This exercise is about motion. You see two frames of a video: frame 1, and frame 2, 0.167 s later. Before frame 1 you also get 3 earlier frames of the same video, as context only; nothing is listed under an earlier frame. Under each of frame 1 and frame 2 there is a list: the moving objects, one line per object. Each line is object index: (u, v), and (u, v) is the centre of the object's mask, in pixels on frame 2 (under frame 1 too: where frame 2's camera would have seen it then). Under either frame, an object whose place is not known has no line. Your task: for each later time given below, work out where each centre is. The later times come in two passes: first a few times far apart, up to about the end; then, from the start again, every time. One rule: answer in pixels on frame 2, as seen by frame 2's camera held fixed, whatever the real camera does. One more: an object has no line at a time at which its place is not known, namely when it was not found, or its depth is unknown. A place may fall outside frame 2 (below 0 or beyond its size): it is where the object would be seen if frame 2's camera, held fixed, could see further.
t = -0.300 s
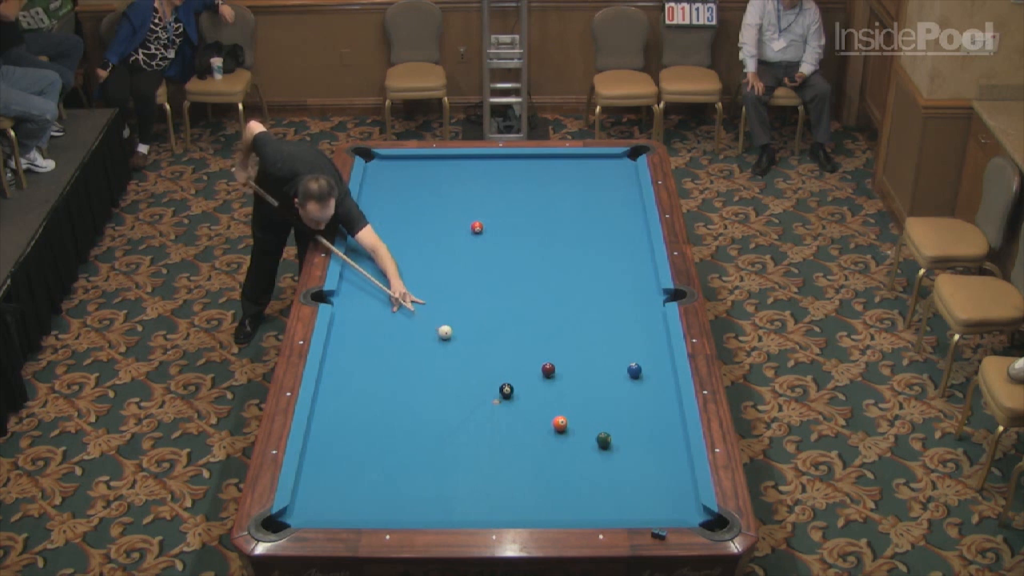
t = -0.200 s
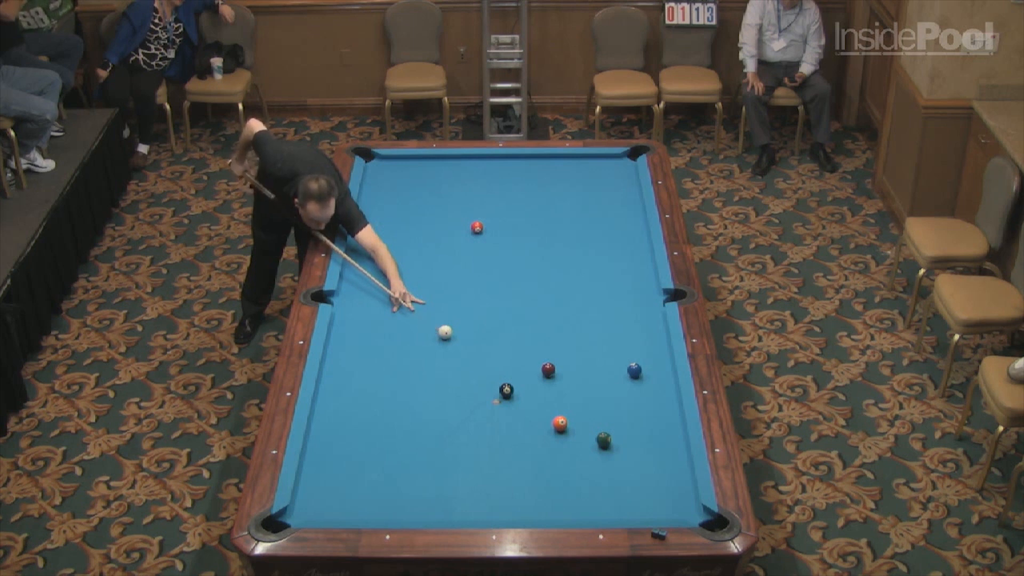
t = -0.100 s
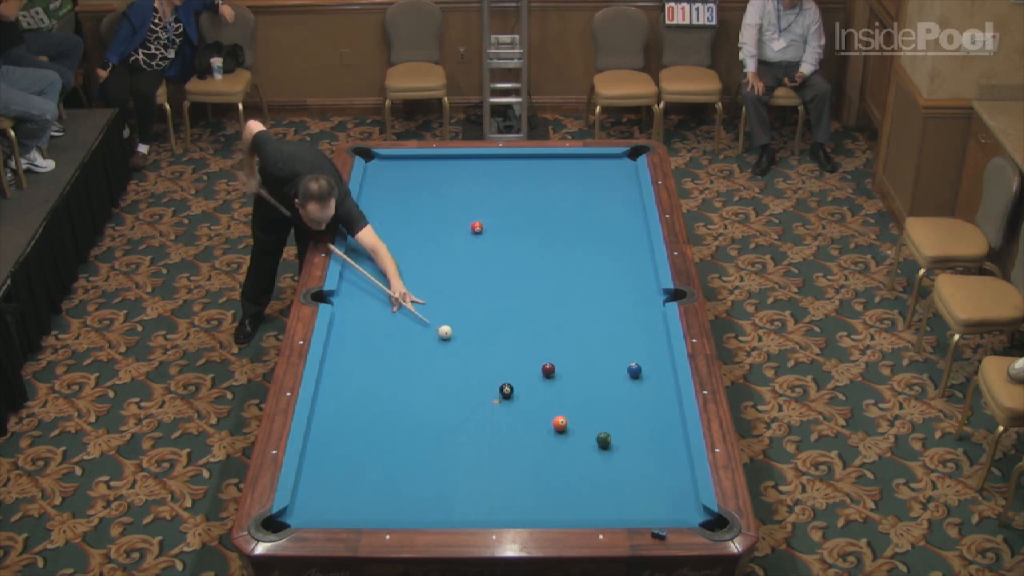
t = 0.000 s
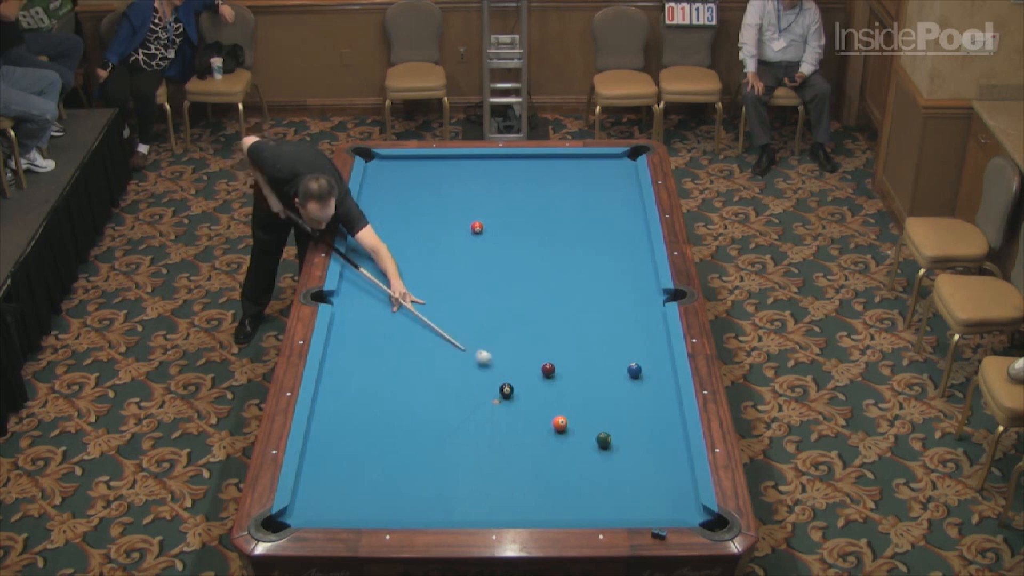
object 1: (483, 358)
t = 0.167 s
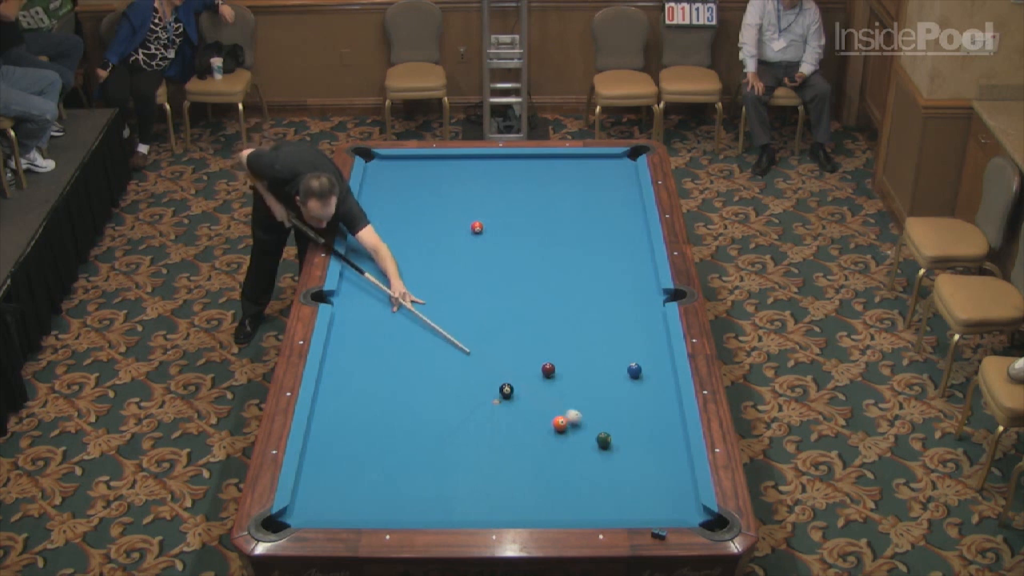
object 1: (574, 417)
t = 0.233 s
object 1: (597, 431)
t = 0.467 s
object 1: (601, 421)
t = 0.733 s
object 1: (601, 409)
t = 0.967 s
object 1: (601, 399)
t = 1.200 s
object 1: (601, 391)
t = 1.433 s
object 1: (601, 383)
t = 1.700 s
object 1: (600, 375)
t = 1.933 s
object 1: (601, 368)
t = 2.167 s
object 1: (601, 363)
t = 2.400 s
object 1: (601, 358)
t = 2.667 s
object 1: (602, 353)
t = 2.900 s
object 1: (603, 350)
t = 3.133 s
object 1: (604, 347)
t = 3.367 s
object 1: (605, 345)
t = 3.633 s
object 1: (605, 344)
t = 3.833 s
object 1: (605, 343)
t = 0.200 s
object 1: (591, 429)
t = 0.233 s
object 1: (597, 431)
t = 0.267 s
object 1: (599, 430)
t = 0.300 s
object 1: (600, 429)
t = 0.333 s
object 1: (601, 428)
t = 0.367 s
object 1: (601, 426)
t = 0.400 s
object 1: (601, 425)
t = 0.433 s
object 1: (601, 423)
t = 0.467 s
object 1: (601, 421)
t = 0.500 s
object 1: (601, 420)
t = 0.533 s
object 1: (601, 418)
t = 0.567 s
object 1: (601, 417)
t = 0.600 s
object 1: (601, 415)
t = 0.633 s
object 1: (601, 414)
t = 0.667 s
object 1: (601, 412)
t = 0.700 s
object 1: (602, 411)
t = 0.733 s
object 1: (601, 409)
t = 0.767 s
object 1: (601, 407)
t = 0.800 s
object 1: (601, 406)
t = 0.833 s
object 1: (601, 405)
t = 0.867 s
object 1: (601, 404)
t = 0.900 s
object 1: (601, 402)
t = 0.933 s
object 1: (601, 401)
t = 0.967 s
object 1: (601, 399)
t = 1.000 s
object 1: (601, 398)
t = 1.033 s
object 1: (601, 397)
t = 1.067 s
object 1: (601, 395)
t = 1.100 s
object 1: (601, 394)
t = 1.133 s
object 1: (601, 393)
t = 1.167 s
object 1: (601, 392)
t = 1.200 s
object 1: (601, 391)
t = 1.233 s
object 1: (601, 390)
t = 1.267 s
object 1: (601, 388)
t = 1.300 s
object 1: (601, 387)
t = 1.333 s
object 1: (601, 386)
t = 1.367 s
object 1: (601, 385)
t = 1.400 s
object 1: (601, 384)
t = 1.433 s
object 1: (601, 383)
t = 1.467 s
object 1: (600, 382)
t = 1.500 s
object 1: (601, 381)
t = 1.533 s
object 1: (600, 380)
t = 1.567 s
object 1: (600, 379)
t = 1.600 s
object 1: (600, 378)
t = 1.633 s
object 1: (601, 377)
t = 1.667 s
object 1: (600, 376)
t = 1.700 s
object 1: (600, 375)
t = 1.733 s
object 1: (600, 374)
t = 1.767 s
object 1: (600, 373)
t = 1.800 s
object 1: (600, 372)
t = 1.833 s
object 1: (600, 371)
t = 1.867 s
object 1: (601, 370)
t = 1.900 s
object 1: (601, 369)
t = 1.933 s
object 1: (601, 368)
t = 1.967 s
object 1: (601, 367)
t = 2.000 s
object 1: (601, 367)
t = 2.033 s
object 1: (601, 366)
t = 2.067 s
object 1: (601, 365)
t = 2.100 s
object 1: (601, 364)
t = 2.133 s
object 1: (601, 364)
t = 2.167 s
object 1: (601, 363)
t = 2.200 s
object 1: (601, 362)
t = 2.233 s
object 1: (601, 361)
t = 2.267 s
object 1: (601, 361)
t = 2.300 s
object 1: (601, 360)
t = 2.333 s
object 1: (601, 359)
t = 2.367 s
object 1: (601, 359)
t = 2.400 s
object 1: (601, 358)
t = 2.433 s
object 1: (602, 358)
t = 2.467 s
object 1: (602, 357)
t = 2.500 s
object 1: (602, 356)
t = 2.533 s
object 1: (602, 356)
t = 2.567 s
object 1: (602, 355)
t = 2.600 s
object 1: (602, 355)
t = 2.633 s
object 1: (602, 354)
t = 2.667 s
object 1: (602, 353)
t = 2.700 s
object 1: (602, 353)
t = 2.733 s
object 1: (603, 353)
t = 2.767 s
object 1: (603, 352)
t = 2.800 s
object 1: (603, 352)
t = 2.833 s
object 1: (603, 351)
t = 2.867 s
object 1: (603, 351)
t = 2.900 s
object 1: (603, 350)
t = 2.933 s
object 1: (603, 350)
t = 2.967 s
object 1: (604, 349)
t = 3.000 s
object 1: (604, 349)
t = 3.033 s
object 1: (604, 349)
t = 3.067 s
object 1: (604, 348)
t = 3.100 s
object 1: (604, 348)
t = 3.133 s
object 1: (604, 347)
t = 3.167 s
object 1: (604, 347)
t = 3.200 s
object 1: (604, 347)
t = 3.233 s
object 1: (604, 346)
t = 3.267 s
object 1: (604, 346)
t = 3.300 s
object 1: (604, 346)
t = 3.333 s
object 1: (605, 346)
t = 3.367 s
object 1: (605, 345)
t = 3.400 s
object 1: (605, 345)
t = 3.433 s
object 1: (605, 345)
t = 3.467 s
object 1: (605, 345)
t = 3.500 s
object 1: (605, 344)
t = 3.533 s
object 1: (605, 344)
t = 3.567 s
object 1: (605, 344)
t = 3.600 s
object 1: (605, 344)
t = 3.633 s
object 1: (605, 344)
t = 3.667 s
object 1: (605, 343)
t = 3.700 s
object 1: (605, 343)
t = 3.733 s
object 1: (605, 343)
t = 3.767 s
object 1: (605, 343)
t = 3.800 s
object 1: (605, 343)
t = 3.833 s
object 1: (605, 343)
